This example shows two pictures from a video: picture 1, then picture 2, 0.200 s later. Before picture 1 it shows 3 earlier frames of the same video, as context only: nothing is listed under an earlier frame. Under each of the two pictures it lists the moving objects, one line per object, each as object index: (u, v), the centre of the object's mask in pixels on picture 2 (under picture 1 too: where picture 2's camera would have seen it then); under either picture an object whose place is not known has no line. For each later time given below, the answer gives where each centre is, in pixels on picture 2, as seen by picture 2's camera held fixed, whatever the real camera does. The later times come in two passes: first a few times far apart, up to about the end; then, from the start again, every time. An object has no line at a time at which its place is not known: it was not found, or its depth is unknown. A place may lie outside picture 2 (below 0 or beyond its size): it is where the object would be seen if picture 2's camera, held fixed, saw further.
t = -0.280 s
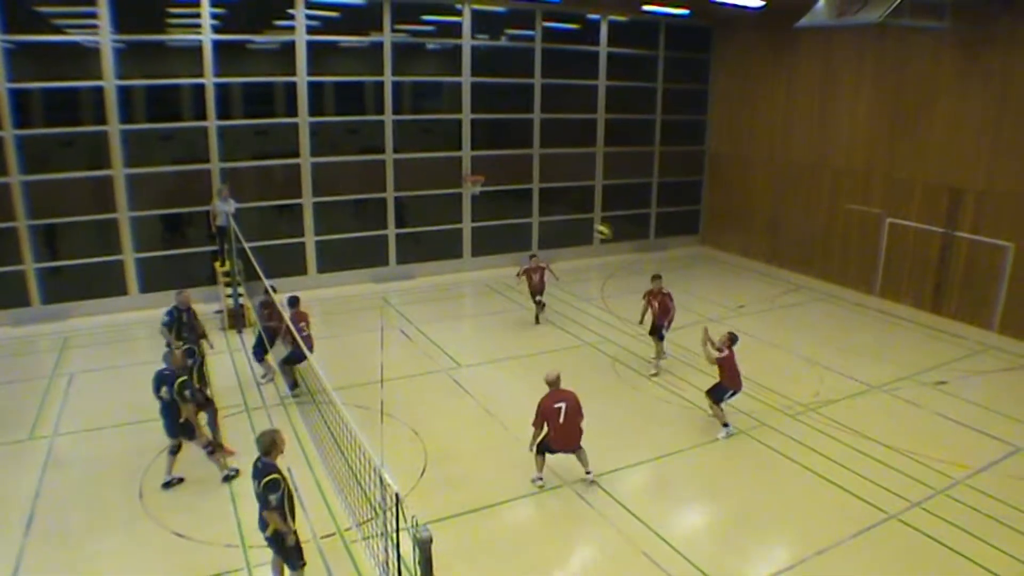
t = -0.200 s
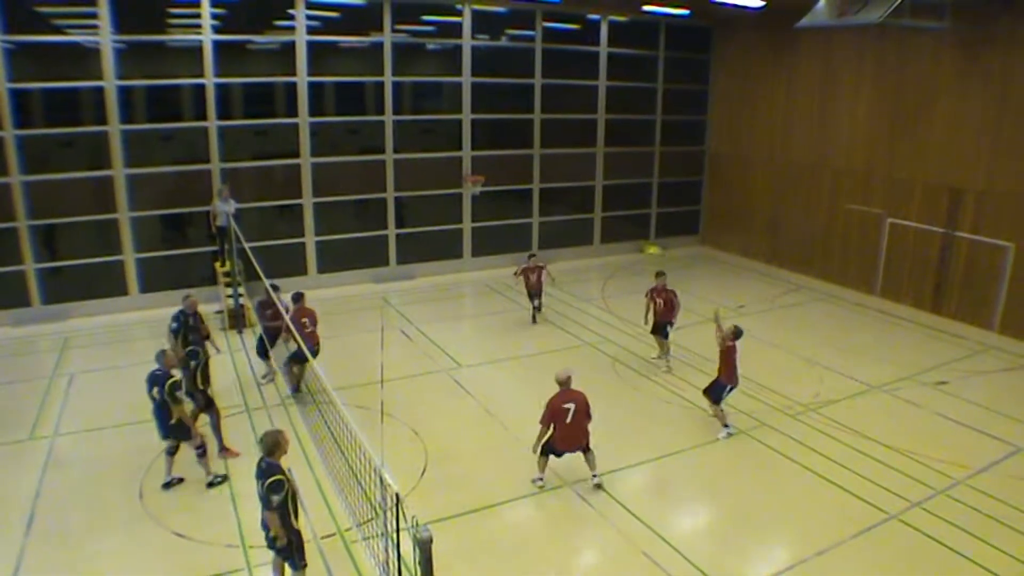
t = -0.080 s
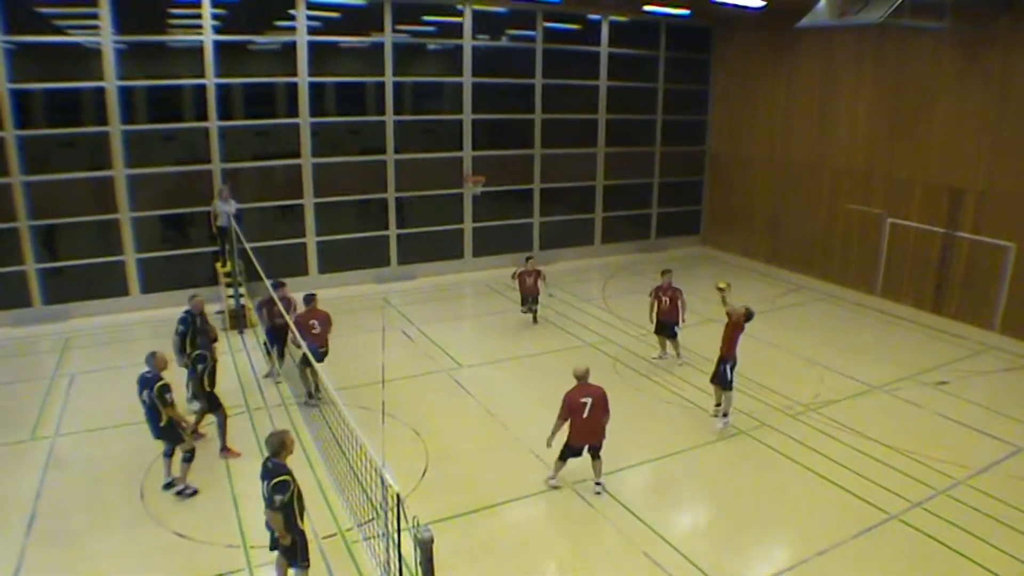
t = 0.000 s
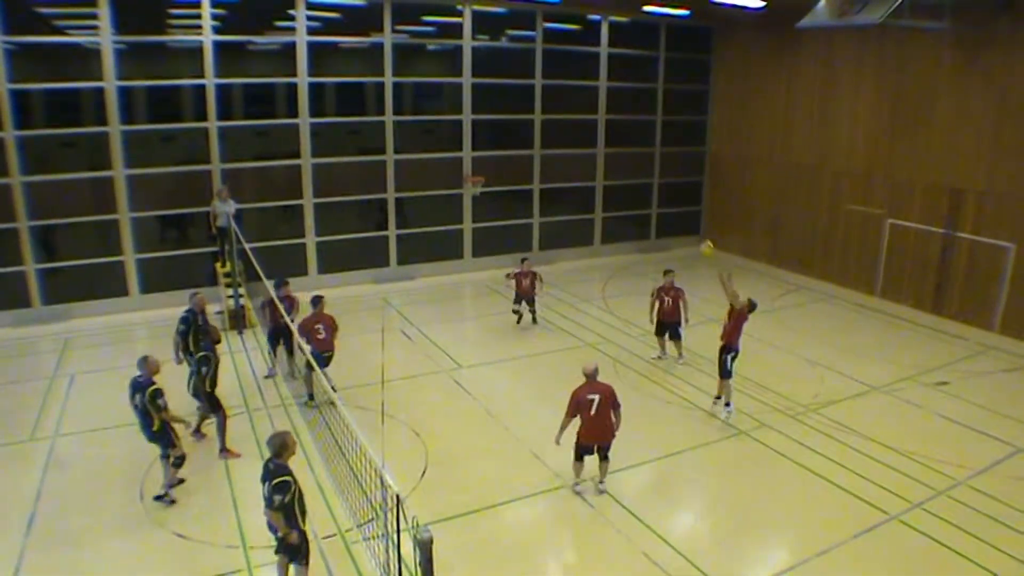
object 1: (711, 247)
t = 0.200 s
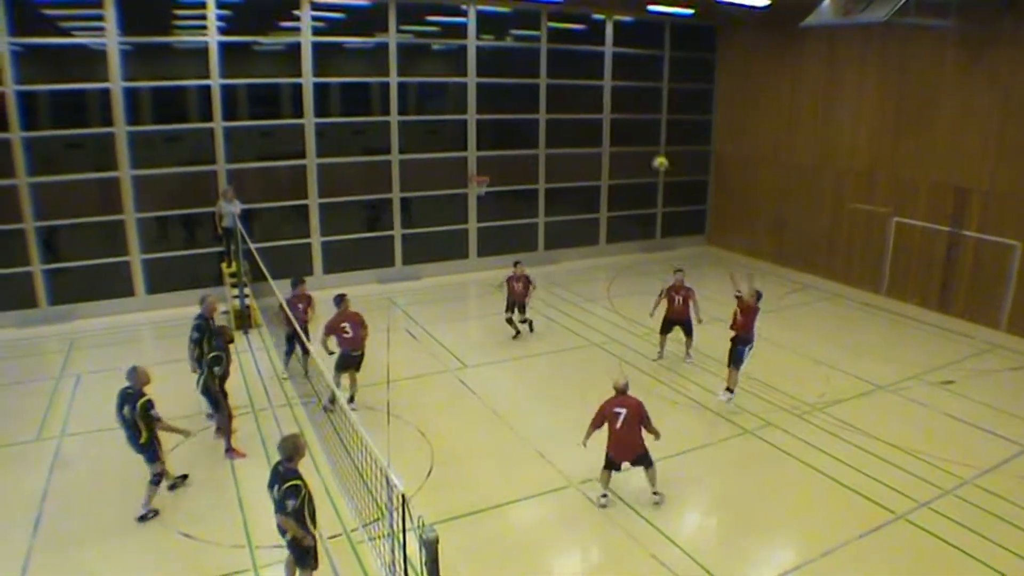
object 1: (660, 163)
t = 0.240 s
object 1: (649, 151)
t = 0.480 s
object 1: (589, 98)
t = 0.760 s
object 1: (523, 91)
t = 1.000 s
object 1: (471, 125)
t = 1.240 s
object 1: (425, 190)
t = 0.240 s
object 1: (649, 151)
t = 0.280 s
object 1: (639, 139)
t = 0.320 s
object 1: (628, 128)
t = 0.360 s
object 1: (618, 119)
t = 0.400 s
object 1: (608, 111)
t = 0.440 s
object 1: (598, 104)
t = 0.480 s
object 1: (589, 98)
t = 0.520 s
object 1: (579, 94)
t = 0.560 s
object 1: (569, 91)
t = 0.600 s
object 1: (560, 88)
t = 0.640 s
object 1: (551, 87)
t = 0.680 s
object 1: (541, 87)
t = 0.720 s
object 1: (532, 88)
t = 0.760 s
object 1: (523, 91)
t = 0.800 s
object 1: (514, 94)
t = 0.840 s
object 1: (505, 98)
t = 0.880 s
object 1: (496, 103)
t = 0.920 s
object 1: (488, 109)
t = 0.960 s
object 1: (480, 117)
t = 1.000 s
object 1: (471, 125)
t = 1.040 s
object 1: (463, 134)
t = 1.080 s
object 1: (456, 143)
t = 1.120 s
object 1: (448, 155)
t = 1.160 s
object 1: (440, 166)
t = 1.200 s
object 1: (433, 178)
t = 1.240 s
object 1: (425, 190)
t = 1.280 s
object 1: (419, 204)
